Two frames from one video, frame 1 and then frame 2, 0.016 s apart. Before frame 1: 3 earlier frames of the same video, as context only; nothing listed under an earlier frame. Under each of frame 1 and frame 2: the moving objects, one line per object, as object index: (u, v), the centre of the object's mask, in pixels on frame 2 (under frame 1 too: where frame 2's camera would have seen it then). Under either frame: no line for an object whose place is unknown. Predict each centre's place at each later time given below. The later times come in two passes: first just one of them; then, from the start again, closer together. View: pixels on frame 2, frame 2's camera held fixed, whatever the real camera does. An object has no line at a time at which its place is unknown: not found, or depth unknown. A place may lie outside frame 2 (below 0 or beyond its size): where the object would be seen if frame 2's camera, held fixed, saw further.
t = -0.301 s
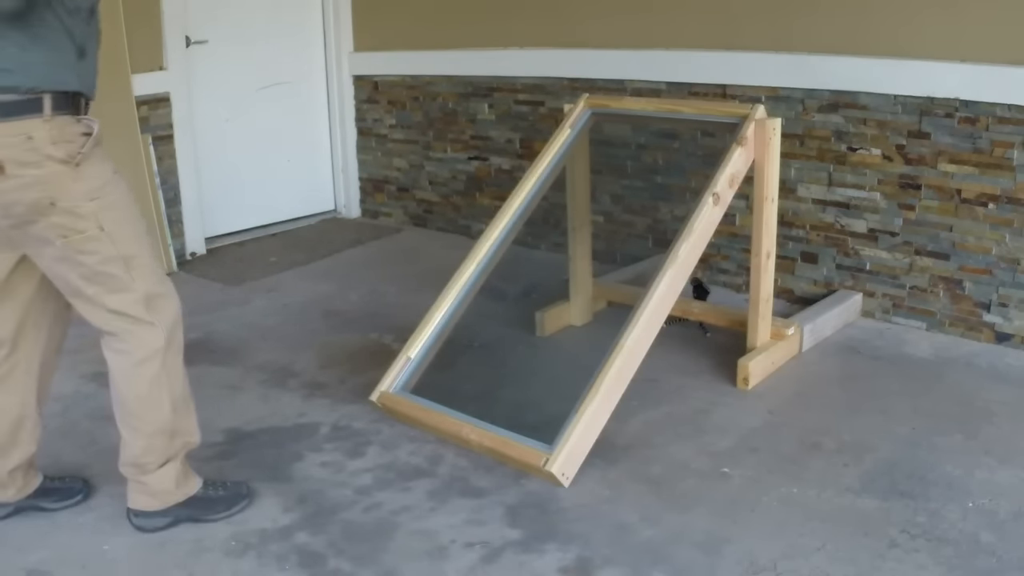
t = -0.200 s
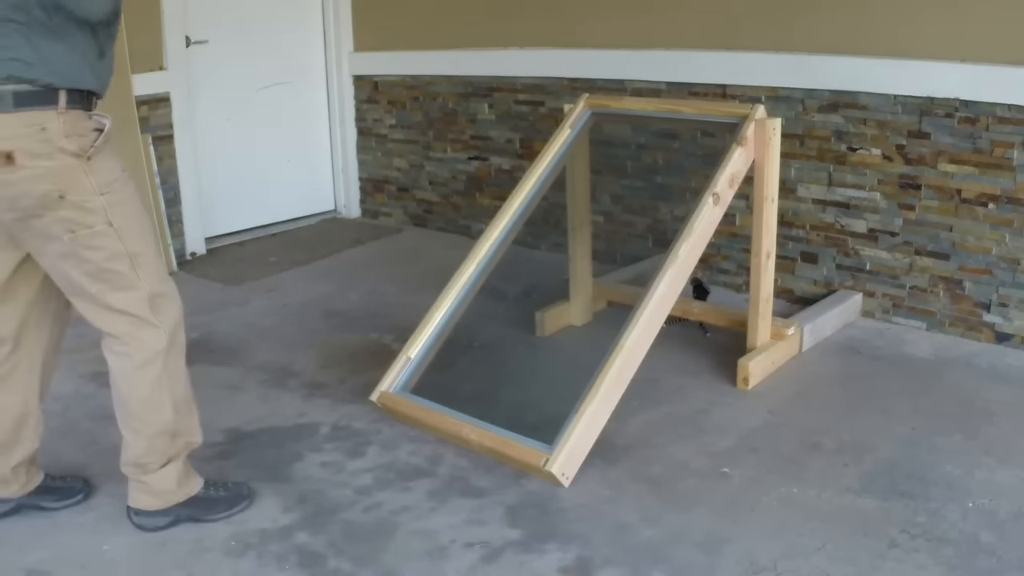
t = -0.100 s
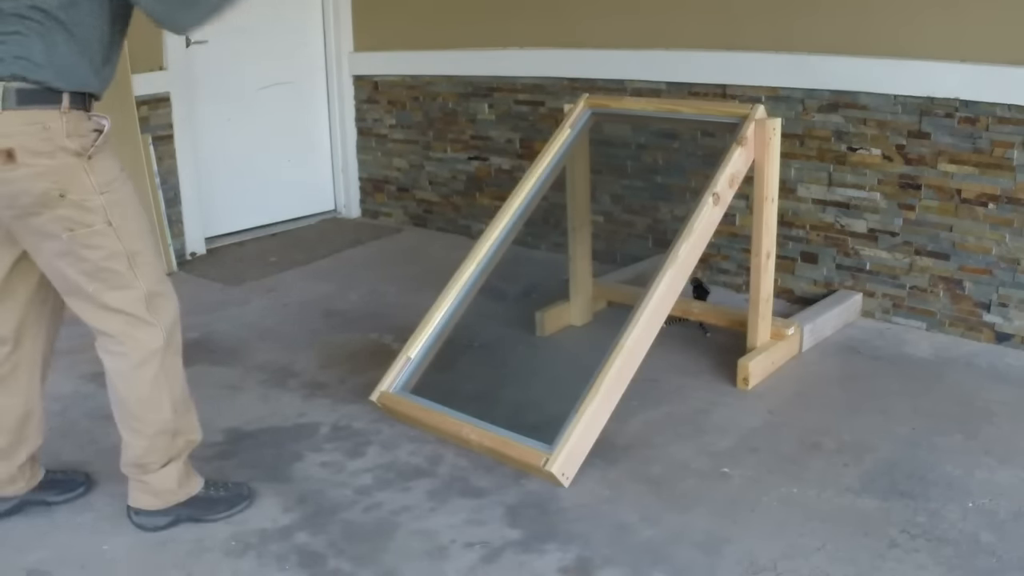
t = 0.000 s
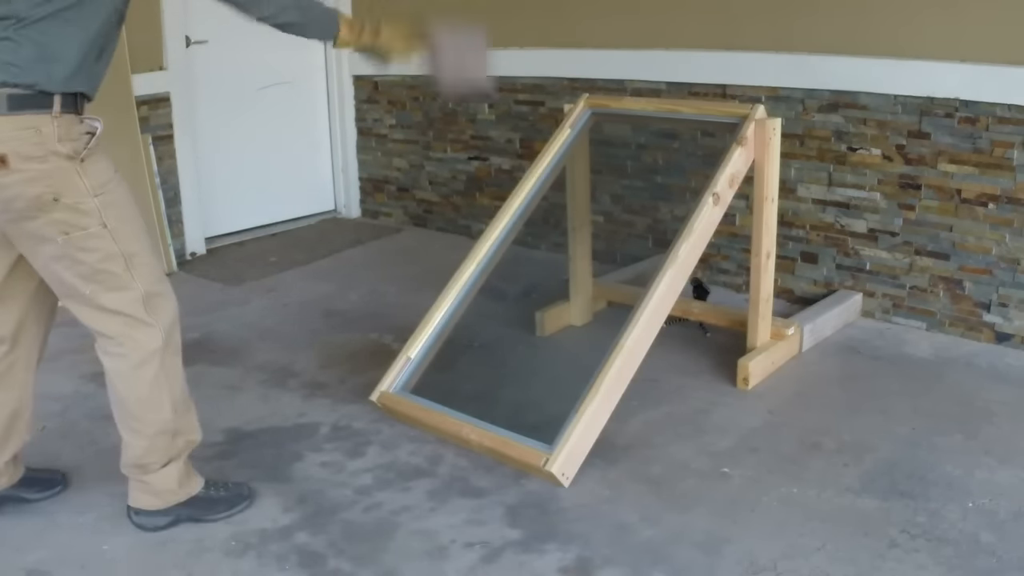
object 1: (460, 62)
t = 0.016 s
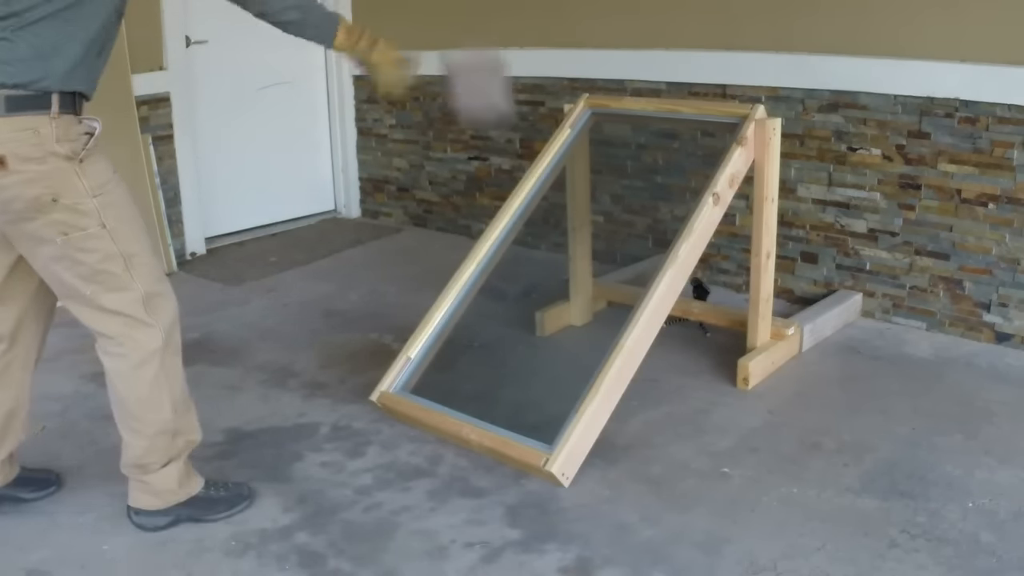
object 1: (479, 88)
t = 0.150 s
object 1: (578, 248)
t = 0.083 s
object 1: (550, 202)
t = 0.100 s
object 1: (564, 222)
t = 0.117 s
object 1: (577, 245)
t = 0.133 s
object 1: (580, 252)
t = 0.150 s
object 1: (578, 248)
